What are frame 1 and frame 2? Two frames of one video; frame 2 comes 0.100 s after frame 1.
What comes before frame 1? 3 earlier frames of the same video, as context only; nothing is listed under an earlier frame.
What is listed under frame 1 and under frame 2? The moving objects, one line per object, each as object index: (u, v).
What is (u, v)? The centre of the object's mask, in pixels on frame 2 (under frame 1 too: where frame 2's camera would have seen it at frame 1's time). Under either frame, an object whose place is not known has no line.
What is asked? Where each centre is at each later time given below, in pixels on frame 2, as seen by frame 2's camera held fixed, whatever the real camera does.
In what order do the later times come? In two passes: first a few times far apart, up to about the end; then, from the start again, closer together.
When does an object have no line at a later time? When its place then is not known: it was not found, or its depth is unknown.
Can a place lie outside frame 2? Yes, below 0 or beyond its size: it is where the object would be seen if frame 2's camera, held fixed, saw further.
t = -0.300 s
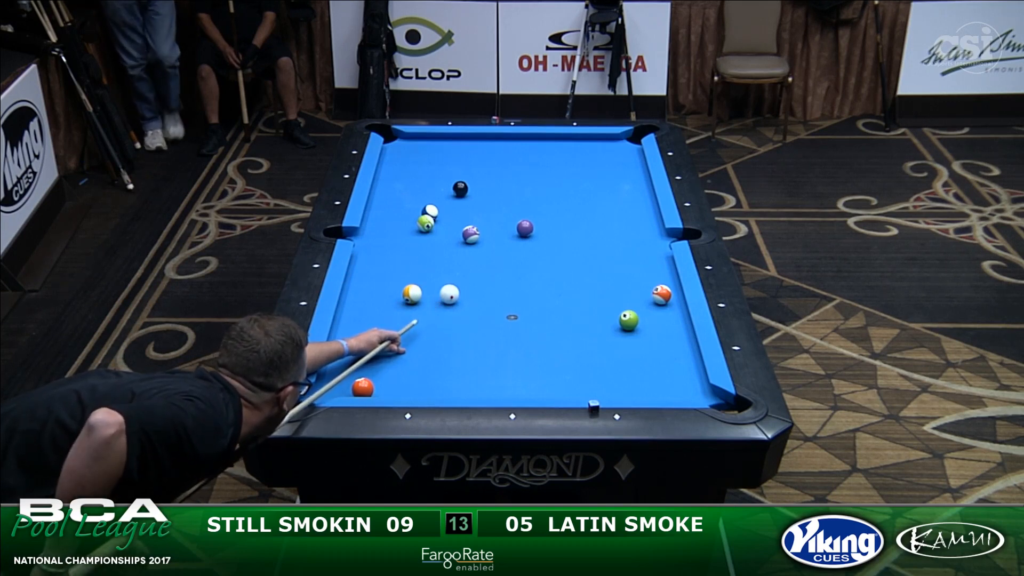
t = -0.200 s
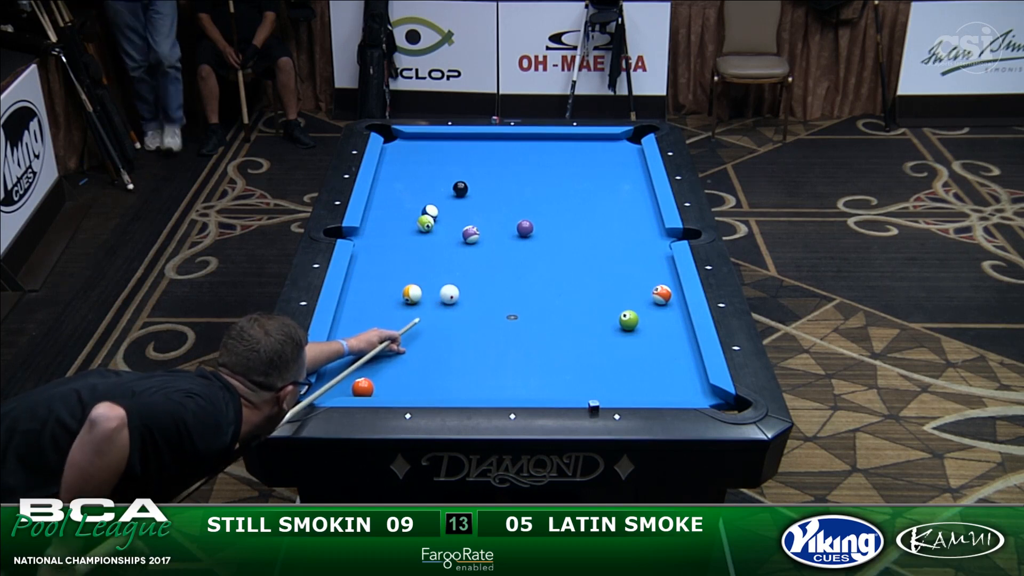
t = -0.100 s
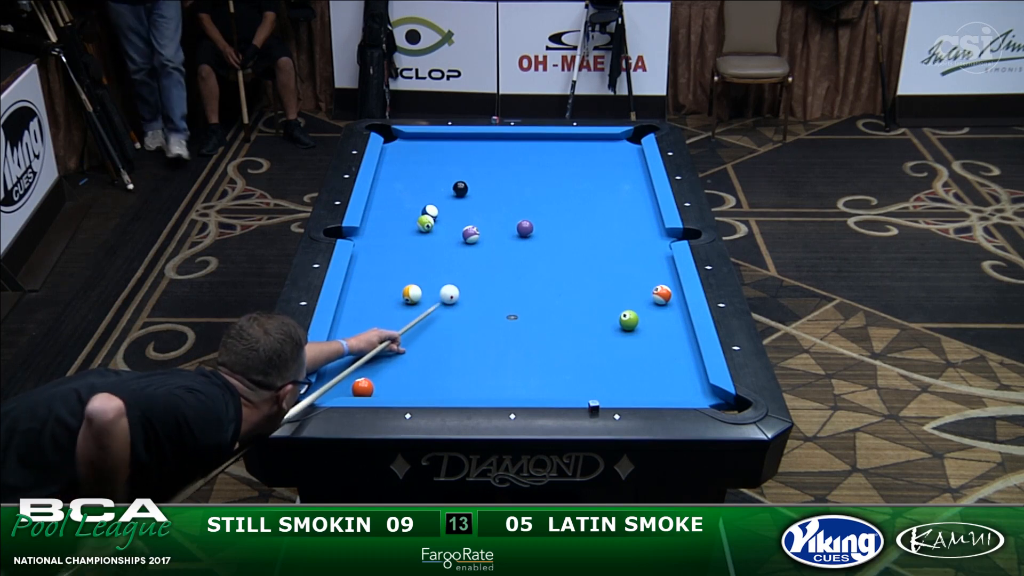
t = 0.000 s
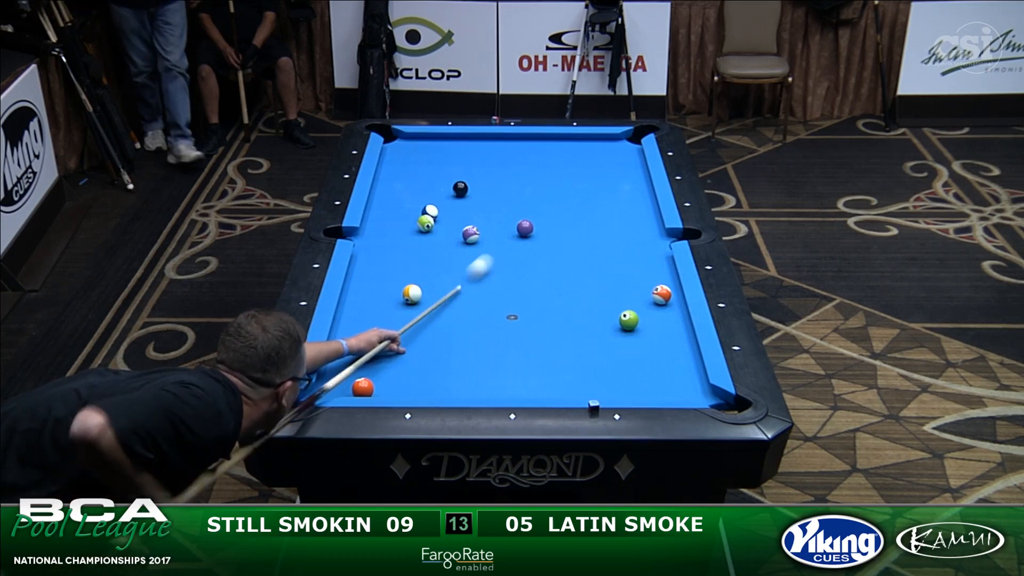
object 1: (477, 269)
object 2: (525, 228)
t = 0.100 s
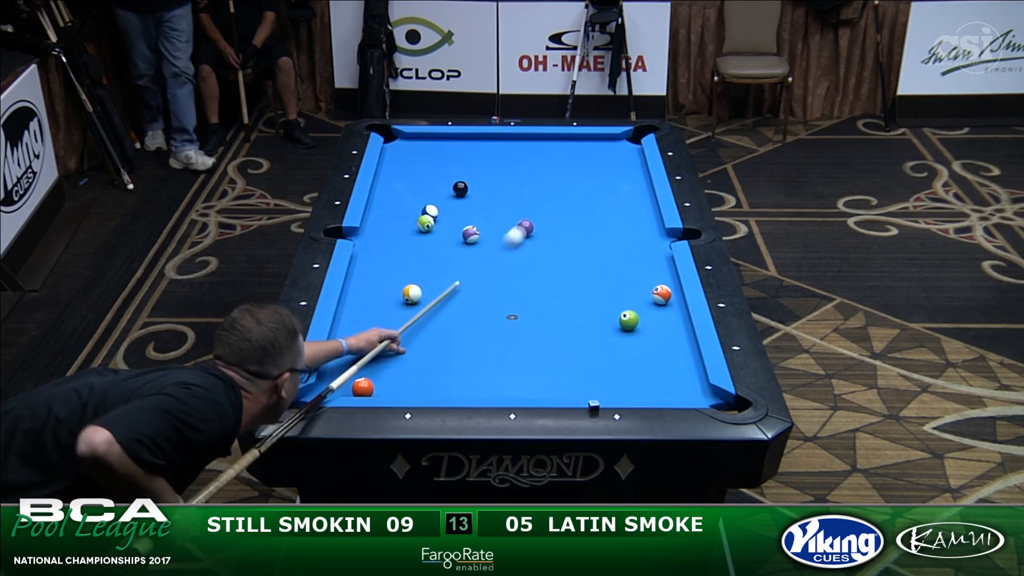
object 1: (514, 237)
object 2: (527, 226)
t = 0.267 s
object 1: (520, 233)
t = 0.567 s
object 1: (524, 231)
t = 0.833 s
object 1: (526, 230)
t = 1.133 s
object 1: (527, 230)
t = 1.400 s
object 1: (527, 230)
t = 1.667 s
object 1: (527, 230)
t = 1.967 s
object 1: (528, 228)
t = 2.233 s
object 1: (527, 230)
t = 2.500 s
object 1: (527, 230)
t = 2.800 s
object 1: (527, 230)
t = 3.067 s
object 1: (527, 230)
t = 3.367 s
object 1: (527, 230)
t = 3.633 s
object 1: (527, 230)
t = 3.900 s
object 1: (527, 230)
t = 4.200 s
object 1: (527, 230)
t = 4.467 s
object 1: (527, 230)
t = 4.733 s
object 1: (527, 230)
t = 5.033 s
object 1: (527, 230)
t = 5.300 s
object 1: (527, 230)
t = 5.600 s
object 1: (527, 230)
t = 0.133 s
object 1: (518, 234)
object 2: (532, 221)
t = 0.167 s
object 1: (519, 234)
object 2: (541, 214)
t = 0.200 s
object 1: (519, 234)
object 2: (549, 207)
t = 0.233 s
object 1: (520, 233)
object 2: (556, 200)
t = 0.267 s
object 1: (520, 233)
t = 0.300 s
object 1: (521, 233)
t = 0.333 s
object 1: (521, 233)
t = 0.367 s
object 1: (522, 232)
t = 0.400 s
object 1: (522, 232)
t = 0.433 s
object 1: (523, 232)
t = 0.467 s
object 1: (523, 232)
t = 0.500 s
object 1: (523, 231)
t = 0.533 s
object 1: (524, 231)
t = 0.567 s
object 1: (524, 231)
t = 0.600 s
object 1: (525, 231)
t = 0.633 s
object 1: (525, 231)
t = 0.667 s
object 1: (525, 231)
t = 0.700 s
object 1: (525, 231)
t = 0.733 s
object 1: (526, 230)
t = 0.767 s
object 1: (526, 230)
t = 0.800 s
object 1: (526, 230)
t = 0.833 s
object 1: (526, 230)
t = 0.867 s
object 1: (526, 230)
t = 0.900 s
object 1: (527, 230)
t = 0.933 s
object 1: (527, 230)
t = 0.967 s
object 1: (527, 230)
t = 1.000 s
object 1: (527, 230)
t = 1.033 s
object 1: (527, 230)
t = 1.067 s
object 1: (527, 230)
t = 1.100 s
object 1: (527, 230)
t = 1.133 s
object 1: (527, 230)
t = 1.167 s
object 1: (527, 230)
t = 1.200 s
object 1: (527, 230)
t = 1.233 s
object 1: (527, 230)
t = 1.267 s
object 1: (527, 230)
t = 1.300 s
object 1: (527, 230)
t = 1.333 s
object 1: (527, 230)
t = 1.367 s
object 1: (527, 230)
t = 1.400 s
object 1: (527, 230)
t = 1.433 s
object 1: (527, 230)
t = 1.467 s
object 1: (527, 230)
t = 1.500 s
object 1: (527, 230)
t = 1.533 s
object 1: (527, 230)
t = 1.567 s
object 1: (527, 230)
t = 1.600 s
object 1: (527, 230)
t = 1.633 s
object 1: (527, 230)
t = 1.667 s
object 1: (527, 230)
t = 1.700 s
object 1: (527, 230)
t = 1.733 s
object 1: (527, 230)
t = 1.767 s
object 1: (527, 230)
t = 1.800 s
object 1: (527, 230)
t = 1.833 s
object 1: (527, 230)
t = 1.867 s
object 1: (527, 230)
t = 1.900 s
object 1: (527, 230)
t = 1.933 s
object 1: (527, 230)
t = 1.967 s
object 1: (528, 228)
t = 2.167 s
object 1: (526, 229)
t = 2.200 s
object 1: (527, 230)
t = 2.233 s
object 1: (527, 230)
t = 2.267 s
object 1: (527, 230)
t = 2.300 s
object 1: (527, 230)
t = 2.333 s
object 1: (527, 230)
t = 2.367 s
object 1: (527, 230)
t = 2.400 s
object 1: (527, 230)
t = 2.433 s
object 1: (527, 230)
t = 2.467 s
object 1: (527, 230)
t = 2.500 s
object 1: (527, 230)
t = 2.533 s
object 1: (527, 230)
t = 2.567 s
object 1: (527, 230)
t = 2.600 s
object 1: (527, 230)
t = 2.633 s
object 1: (527, 230)
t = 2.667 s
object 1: (527, 230)
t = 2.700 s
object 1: (527, 230)
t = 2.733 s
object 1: (527, 230)
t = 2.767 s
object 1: (527, 230)
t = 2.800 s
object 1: (527, 230)
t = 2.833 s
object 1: (527, 230)
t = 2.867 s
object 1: (527, 230)
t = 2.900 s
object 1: (527, 230)
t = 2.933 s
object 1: (527, 230)
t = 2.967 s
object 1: (527, 230)
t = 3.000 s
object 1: (527, 230)
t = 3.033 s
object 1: (527, 230)
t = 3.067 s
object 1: (527, 230)
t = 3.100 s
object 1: (527, 230)
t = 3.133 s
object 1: (527, 230)
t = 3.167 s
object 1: (527, 230)
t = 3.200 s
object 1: (527, 230)
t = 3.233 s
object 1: (527, 230)
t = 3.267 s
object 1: (527, 230)
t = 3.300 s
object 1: (527, 230)
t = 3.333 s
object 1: (527, 230)
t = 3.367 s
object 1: (527, 230)
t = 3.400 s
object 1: (527, 230)
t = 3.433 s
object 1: (527, 230)
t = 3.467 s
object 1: (527, 230)
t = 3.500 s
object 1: (527, 230)
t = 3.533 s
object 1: (527, 230)
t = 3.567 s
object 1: (527, 230)
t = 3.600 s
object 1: (527, 230)
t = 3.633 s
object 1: (527, 230)
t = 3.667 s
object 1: (527, 230)
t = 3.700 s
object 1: (527, 230)
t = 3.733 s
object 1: (527, 230)
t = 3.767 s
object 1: (527, 230)
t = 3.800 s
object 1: (527, 230)
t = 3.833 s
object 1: (527, 230)
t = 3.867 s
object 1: (527, 230)
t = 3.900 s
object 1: (527, 230)
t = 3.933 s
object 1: (527, 230)
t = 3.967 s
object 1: (527, 230)
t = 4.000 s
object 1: (527, 230)
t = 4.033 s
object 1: (527, 230)
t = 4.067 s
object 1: (527, 230)
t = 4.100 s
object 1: (527, 230)
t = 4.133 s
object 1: (527, 230)
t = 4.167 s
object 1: (527, 230)
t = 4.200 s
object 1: (527, 230)
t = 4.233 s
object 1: (527, 230)
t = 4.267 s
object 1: (527, 230)
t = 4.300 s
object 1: (527, 230)
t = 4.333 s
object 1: (527, 230)
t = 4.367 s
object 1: (527, 230)
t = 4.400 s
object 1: (527, 230)
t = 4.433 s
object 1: (527, 230)
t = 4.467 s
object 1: (527, 230)
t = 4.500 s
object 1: (527, 230)
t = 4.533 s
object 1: (527, 230)
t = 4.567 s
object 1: (527, 230)
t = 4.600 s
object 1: (527, 230)
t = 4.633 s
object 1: (527, 230)
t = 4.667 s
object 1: (527, 230)
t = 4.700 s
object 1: (527, 230)
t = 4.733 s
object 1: (527, 230)
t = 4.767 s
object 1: (527, 230)
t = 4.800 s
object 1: (527, 230)
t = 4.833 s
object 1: (527, 230)
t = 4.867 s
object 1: (527, 230)
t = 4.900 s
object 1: (527, 230)
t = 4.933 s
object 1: (527, 230)
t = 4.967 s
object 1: (527, 230)
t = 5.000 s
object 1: (527, 230)
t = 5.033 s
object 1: (527, 230)
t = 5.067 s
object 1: (527, 230)
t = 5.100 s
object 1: (527, 230)
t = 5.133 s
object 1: (527, 230)
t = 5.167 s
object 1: (527, 230)
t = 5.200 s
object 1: (527, 230)
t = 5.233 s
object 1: (527, 230)
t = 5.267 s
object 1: (527, 230)
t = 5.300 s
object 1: (527, 230)
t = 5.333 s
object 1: (527, 230)
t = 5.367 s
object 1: (527, 230)
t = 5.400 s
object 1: (527, 230)
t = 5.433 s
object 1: (527, 230)
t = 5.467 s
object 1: (527, 230)
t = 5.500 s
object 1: (527, 230)
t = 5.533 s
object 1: (527, 230)
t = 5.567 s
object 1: (527, 230)
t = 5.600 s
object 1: (527, 230)
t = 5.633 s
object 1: (527, 230)
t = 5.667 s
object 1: (527, 230)
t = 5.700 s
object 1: (527, 230)
